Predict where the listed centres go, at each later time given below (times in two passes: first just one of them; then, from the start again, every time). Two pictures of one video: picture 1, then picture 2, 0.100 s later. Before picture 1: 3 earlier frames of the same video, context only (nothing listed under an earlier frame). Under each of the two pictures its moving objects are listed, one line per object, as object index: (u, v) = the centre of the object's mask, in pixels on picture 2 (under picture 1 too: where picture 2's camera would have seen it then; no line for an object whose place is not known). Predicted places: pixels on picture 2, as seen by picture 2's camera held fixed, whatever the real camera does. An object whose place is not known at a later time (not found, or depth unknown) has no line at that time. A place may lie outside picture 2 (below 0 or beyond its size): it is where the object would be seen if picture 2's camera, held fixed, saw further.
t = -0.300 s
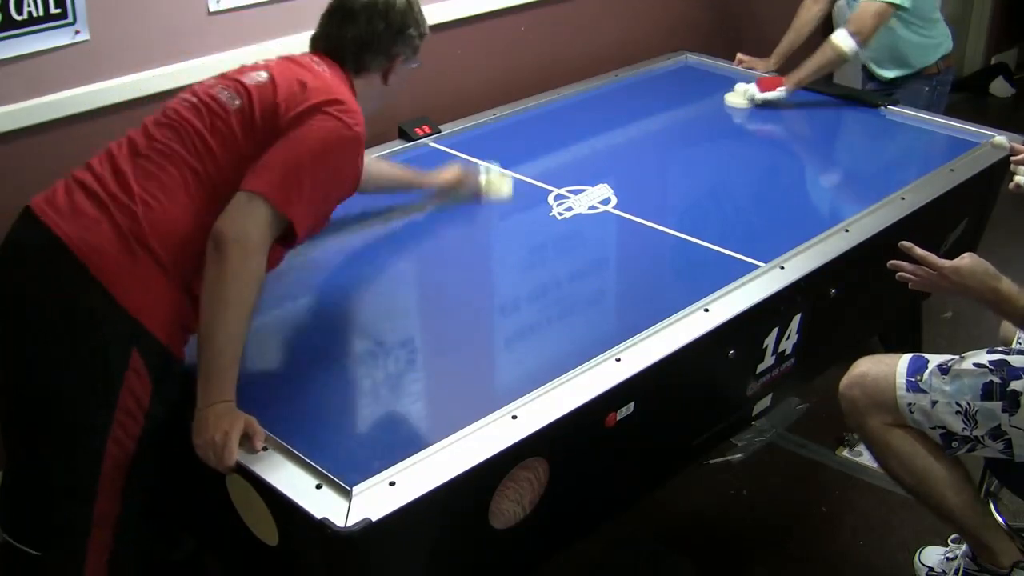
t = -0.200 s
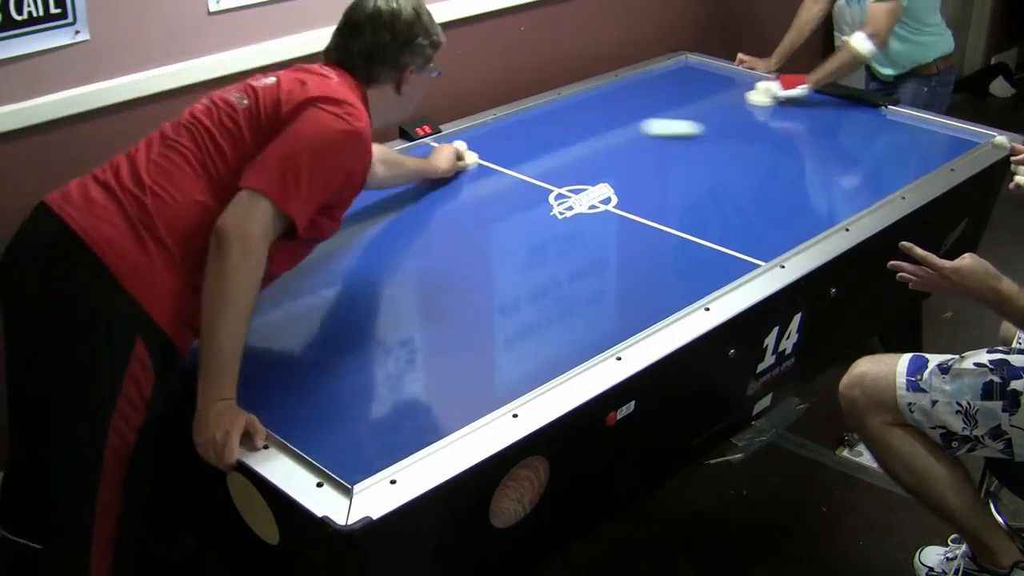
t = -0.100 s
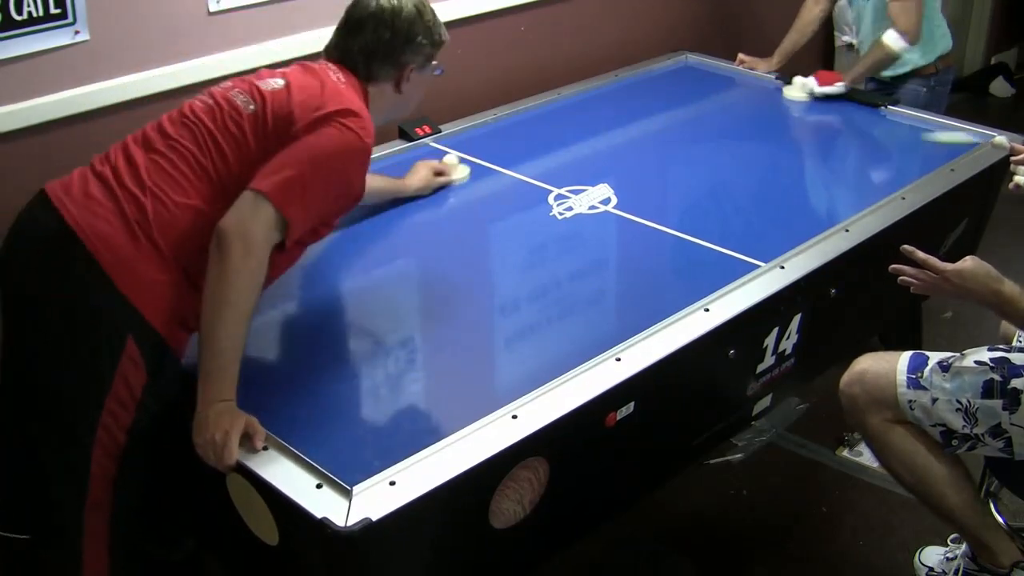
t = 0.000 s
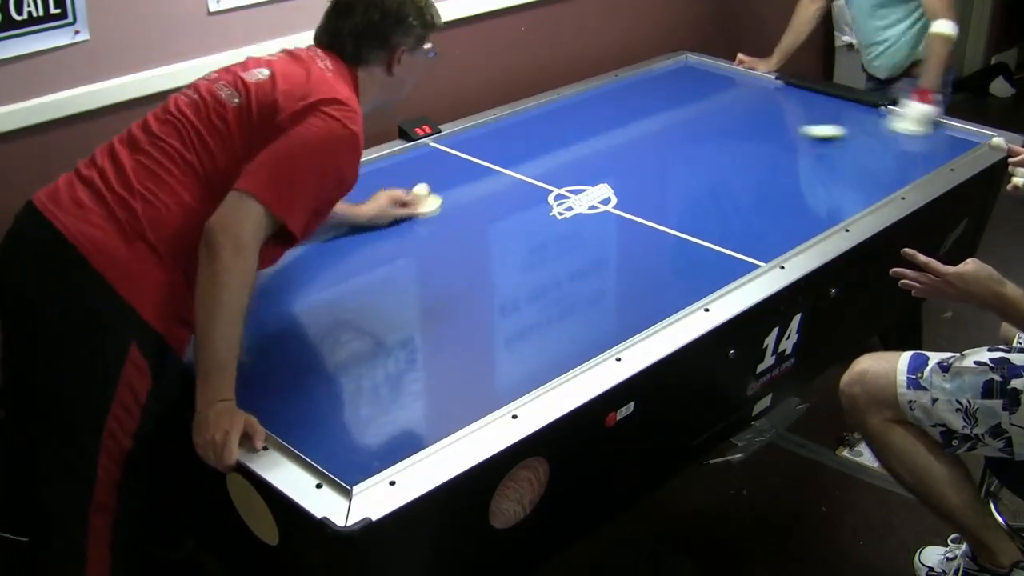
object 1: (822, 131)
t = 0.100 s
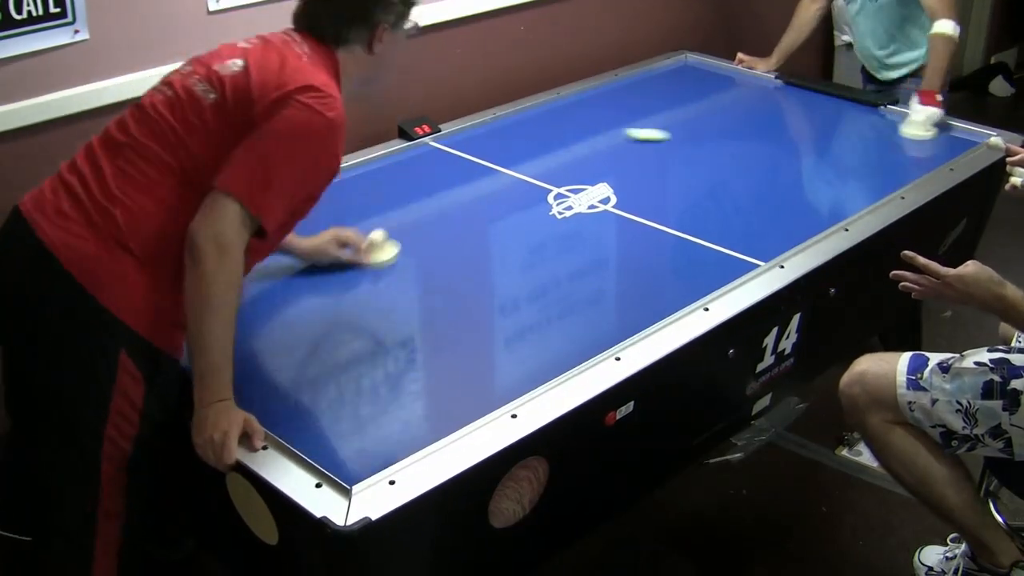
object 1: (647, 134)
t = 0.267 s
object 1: (455, 160)
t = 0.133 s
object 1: (589, 135)
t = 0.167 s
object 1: (530, 135)
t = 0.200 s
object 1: (476, 135)
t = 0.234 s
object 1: (461, 146)
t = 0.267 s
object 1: (455, 160)
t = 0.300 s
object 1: (451, 180)
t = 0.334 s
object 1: (444, 198)
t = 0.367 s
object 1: (439, 214)
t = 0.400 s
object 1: (432, 235)
